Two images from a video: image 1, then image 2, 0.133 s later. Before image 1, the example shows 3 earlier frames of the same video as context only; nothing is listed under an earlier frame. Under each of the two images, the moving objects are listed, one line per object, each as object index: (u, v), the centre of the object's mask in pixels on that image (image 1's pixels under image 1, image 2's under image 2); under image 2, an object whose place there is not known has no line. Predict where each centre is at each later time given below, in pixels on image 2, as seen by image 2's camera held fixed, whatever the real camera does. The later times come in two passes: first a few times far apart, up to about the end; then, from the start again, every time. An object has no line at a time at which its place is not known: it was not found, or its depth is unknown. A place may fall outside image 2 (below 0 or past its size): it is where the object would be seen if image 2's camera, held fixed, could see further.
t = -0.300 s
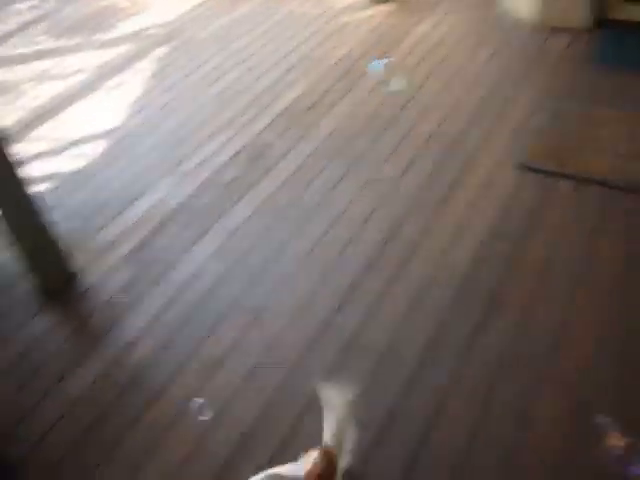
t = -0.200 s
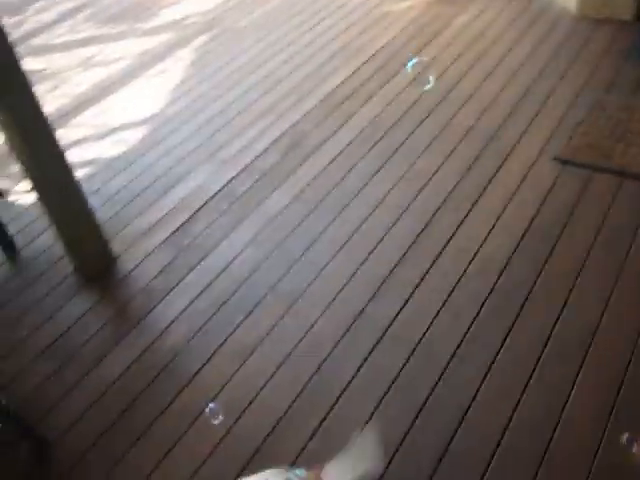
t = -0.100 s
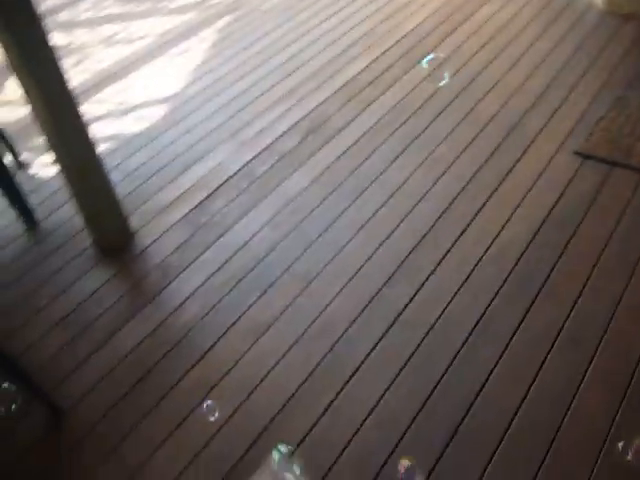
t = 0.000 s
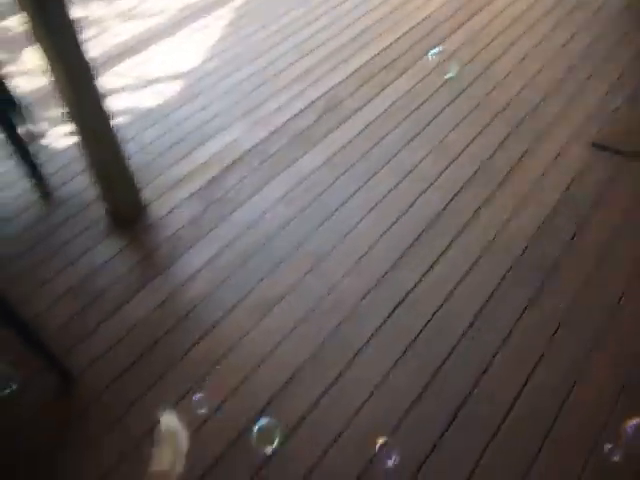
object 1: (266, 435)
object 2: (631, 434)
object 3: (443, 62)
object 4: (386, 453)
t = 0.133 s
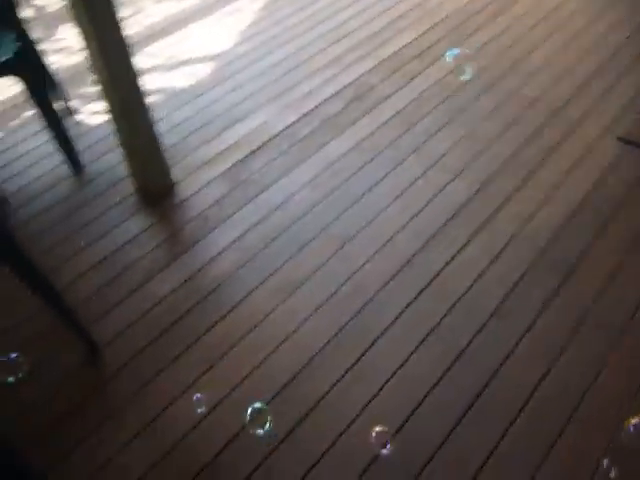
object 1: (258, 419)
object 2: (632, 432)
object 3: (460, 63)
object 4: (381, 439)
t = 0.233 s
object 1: (240, 424)
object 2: (624, 439)
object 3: (447, 73)
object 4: (375, 448)
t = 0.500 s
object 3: (406, 104)
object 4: (351, 478)
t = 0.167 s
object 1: (253, 419)
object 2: (627, 433)
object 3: (456, 67)
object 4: (379, 441)
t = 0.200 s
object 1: (246, 421)
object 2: (626, 435)
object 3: (452, 71)
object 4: (376, 444)
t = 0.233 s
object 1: (240, 424)
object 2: (624, 439)
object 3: (447, 73)
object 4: (375, 448)
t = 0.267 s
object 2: (620, 442)
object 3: (443, 77)
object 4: (372, 452)
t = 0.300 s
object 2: (615, 445)
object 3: (438, 81)
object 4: (369, 456)
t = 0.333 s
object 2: (610, 448)
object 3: (433, 84)
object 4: (367, 459)
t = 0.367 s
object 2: (603, 450)
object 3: (428, 88)
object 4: (364, 463)
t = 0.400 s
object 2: (595, 453)
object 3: (423, 91)
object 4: (362, 466)
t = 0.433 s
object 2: (586, 456)
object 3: (418, 95)
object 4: (359, 470)
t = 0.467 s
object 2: (577, 459)
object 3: (413, 98)
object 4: (356, 473)
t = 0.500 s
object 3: (406, 104)
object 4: (351, 478)
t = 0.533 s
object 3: (401, 107)
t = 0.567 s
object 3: (397, 111)
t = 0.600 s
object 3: (391, 115)
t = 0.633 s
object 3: (386, 118)
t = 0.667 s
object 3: (378, 121)
